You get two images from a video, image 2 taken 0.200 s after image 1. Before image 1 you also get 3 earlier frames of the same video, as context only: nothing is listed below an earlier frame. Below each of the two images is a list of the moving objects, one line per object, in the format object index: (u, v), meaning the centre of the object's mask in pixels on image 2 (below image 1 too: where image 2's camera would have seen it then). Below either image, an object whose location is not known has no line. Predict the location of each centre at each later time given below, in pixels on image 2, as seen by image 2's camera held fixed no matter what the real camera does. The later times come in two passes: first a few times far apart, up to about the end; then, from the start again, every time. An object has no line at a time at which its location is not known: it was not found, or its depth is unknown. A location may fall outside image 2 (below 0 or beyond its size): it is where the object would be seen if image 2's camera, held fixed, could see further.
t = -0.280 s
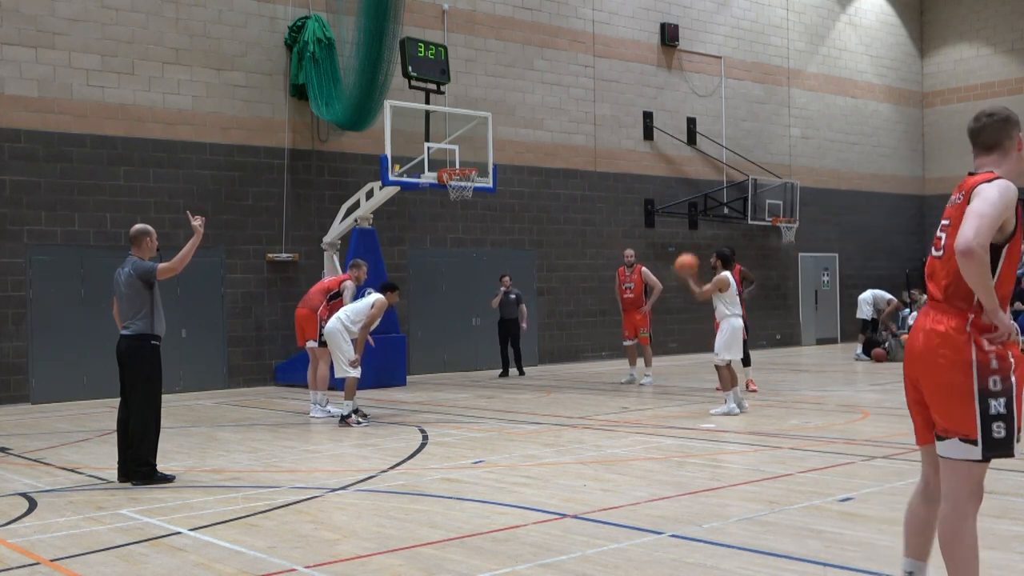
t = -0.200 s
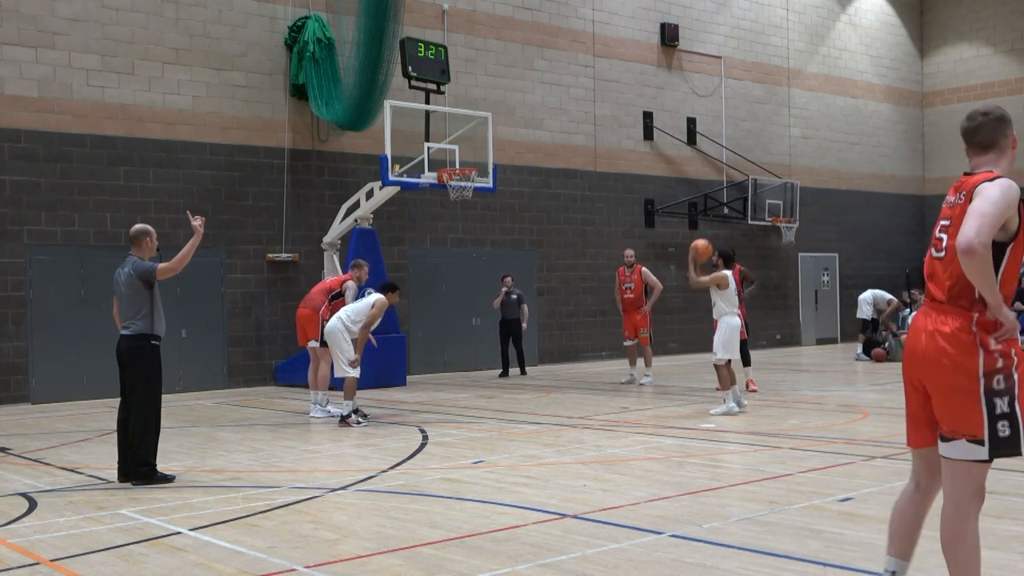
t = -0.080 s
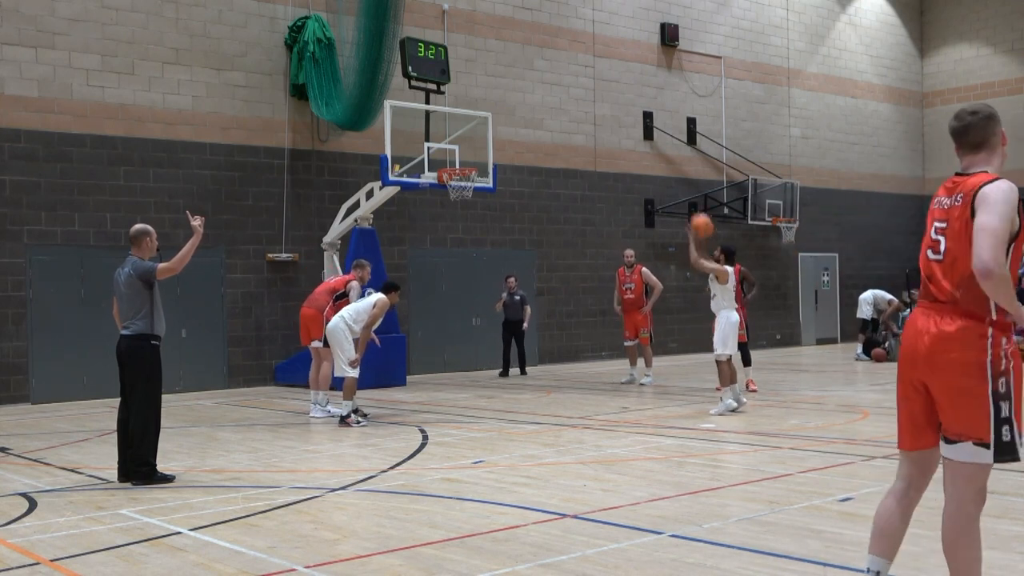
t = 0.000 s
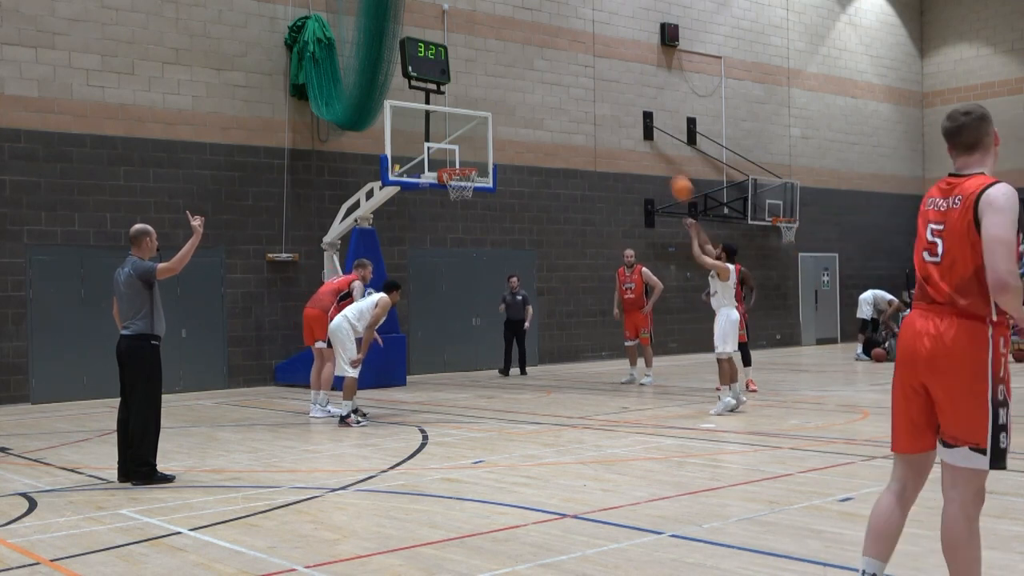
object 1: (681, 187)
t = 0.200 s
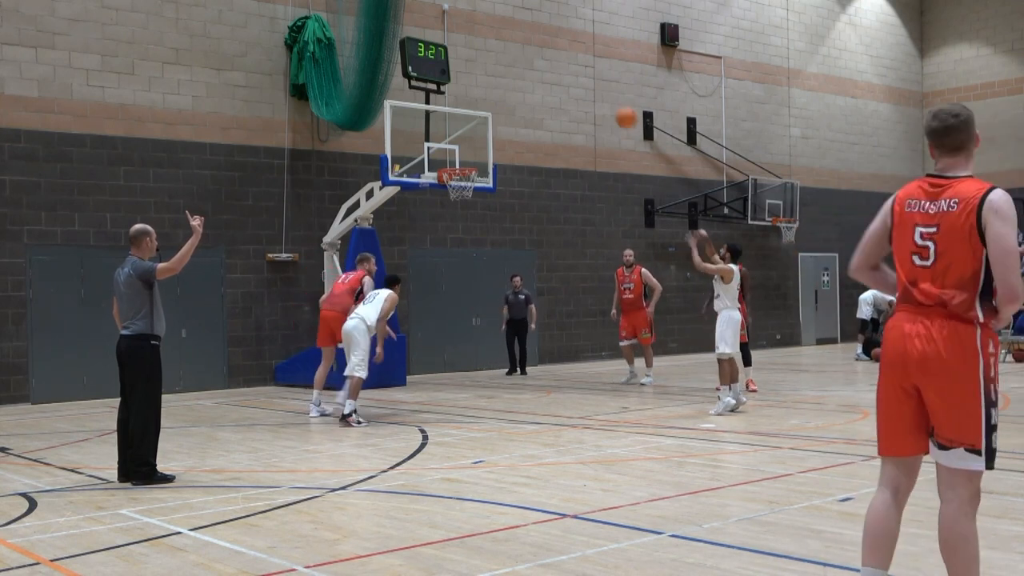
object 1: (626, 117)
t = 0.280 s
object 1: (605, 99)
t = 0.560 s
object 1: (540, 81)
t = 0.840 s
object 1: (483, 123)
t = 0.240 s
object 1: (615, 108)
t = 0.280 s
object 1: (605, 99)
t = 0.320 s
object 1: (595, 93)
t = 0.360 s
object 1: (586, 87)
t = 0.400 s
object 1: (576, 84)
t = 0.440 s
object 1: (567, 81)
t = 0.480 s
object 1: (558, 80)
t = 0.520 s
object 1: (549, 80)
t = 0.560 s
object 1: (540, 81)
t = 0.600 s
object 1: (532, 84)
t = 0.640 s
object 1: (523, 87)
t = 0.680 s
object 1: (515, 93)
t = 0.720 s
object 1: (507, 98)
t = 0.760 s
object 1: (499, 106)
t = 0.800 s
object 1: (491, 113)
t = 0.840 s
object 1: (483, 123)
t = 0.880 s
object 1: (476, 133)
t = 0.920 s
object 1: (469, 143)
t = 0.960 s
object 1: (462, 157)
